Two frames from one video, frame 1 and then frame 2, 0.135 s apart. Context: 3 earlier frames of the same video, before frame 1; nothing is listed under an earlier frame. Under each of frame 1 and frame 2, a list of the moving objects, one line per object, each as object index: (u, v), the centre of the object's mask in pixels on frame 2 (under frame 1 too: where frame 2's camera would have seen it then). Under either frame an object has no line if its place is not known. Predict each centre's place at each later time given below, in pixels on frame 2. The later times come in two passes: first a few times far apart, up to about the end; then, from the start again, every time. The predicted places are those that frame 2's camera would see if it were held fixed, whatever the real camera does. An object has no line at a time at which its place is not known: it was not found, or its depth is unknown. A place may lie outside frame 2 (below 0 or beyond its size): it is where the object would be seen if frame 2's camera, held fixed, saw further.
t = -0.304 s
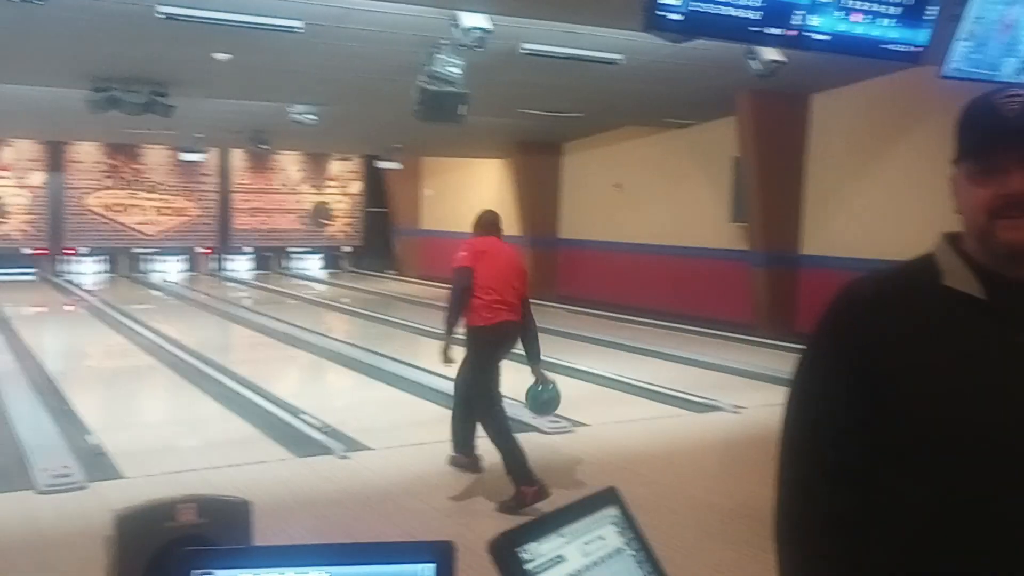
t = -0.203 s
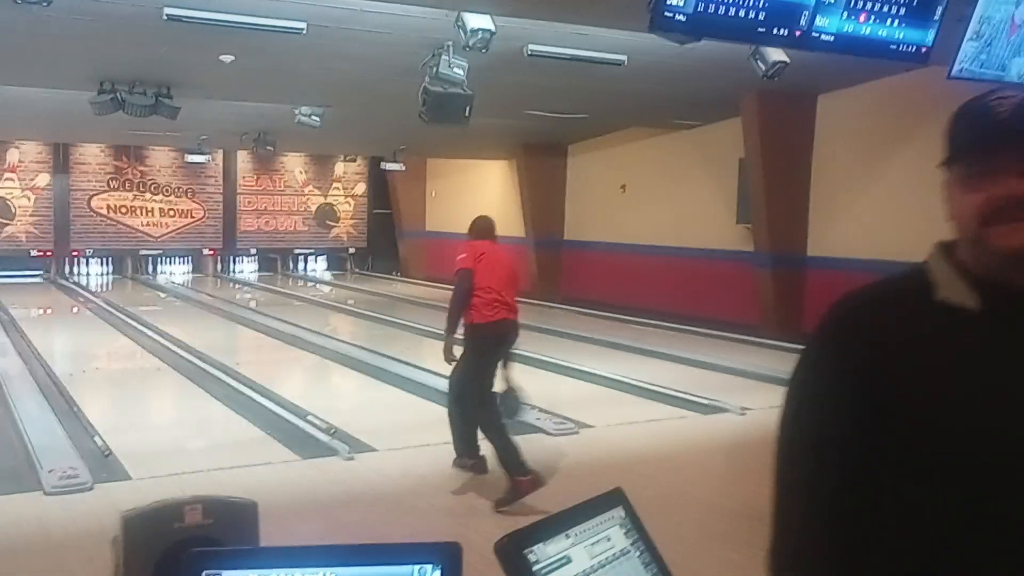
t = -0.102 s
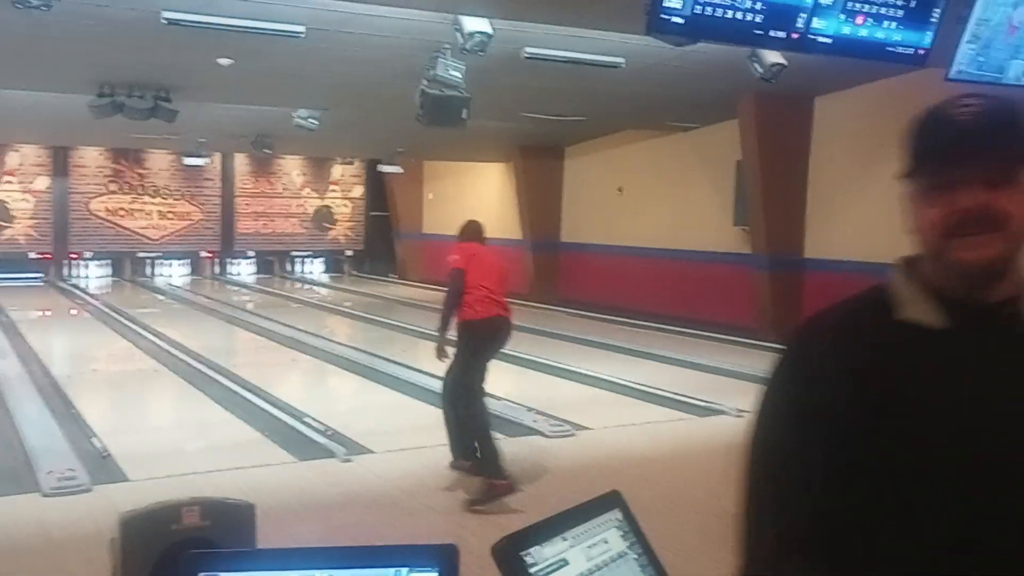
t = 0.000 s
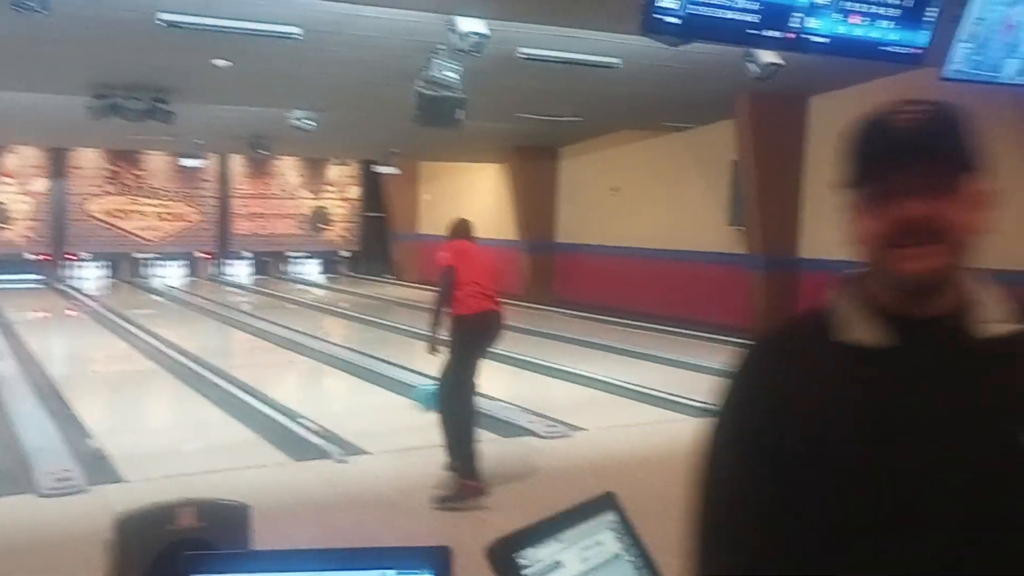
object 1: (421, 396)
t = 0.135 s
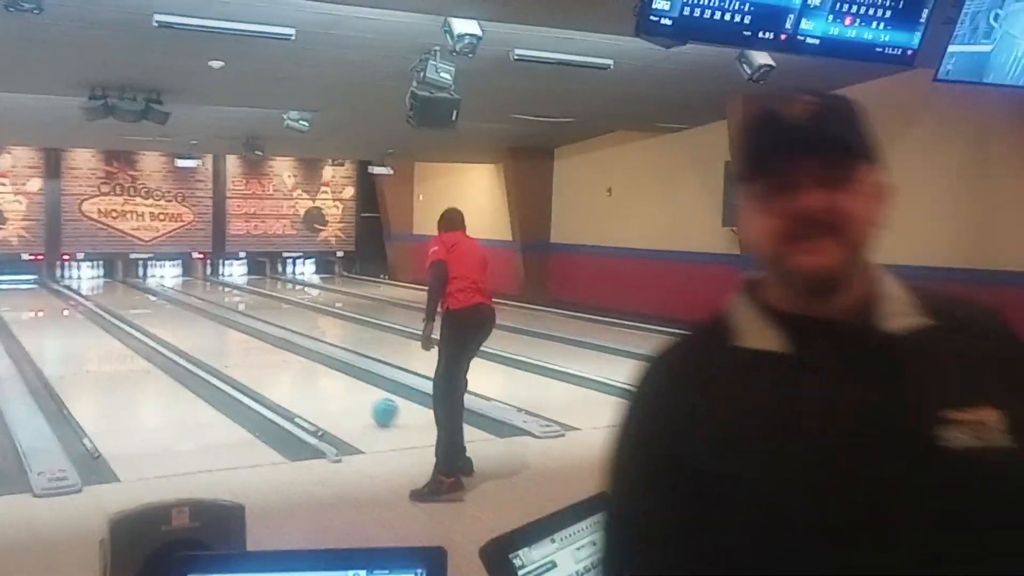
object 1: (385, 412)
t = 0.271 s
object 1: (353, 398)
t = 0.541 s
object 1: (300, 374)
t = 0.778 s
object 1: (263, 359)
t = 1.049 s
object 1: (229, 344)
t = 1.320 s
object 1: (202, 331)
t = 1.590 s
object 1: (179, 321)
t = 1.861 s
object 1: (161, 311)
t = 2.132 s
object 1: (145, 305)
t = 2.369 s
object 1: (132, 300)
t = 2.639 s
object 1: (120, 294)
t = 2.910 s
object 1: (109, 288)
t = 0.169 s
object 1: (377, 408)
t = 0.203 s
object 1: (368, 405)
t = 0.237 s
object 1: (360, 402)
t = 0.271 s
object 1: (353, 398)
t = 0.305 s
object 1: (345, 395)
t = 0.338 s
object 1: (337, 392)
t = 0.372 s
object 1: (331, 389)
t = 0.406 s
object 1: (324, 386)
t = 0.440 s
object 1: (317, 383)
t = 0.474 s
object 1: (311, 380)
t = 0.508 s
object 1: (306, 377)
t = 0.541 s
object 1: (300, 374)
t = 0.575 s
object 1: (294, 372)
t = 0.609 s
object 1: (288, 370)
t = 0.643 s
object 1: (283, 367)
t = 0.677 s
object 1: (277, 365)
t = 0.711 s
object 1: (272, 362)
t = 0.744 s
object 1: (268, 360)
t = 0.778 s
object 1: (263, 359)
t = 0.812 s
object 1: (258, 356)
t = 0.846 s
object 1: (254, 354)
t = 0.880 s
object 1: (249, 352)
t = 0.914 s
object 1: (246, 350)
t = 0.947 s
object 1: (242, 348)
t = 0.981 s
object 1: (238, 346)
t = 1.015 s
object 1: (233, 345)
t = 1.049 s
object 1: (229, 344)
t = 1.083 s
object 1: (226, 342)
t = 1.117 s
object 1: (222, 340)
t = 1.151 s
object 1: (218, 338)
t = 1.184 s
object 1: (215, 337)
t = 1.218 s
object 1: (212, 335)
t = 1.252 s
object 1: (209, 334)
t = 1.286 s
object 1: (206, 332)
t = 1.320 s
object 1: (202, 331)
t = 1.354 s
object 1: (199, 330)
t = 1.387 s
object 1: (196, 329)
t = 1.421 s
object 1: (193, 328)
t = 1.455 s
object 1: (190, 326)
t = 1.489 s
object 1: (187, 325)
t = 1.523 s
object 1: (185, 324)
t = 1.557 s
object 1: (182, 322)
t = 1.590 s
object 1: (179, 321)
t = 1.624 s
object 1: (177, 320)
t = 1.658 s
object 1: (174, 319)
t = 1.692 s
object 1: (172, 317)
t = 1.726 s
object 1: (170, 316)
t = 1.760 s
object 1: (167, 315)
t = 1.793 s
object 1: (165, 314)
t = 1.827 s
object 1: (162, 313)
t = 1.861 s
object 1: (161, 311)
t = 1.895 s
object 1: (159, 311)
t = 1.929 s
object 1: (157, 310)
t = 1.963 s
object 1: (155, 309)
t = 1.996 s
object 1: (152, 308)
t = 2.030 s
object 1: (151, 307)
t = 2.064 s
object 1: (149, 306)
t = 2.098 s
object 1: (147, 306)
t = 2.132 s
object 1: (145, 305)
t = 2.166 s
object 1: (143, 305)
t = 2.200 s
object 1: (141, 304)
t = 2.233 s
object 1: (139, 303)
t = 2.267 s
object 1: (137, 302)
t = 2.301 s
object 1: (135, 302)
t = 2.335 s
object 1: (134, 301)
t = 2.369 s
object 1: (132, 300)
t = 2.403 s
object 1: (131, 299)
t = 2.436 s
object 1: (129, 298)
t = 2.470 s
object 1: (128, 297)
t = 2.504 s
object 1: (126, 296)
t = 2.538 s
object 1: (124, 296)
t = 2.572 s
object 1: (123, 296)
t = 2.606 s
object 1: (121, 295)
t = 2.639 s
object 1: (120, 294)
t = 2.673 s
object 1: (118, 292)
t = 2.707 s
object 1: (117, 292)
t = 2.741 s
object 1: (115, 292)
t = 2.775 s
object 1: (114, 291)
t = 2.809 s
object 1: (112, 290)
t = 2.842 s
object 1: (111, 290)
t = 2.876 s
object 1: (110, 289)
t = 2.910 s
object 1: (109, 288)
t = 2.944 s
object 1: (107, 288)
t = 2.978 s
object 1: (107, 288)
